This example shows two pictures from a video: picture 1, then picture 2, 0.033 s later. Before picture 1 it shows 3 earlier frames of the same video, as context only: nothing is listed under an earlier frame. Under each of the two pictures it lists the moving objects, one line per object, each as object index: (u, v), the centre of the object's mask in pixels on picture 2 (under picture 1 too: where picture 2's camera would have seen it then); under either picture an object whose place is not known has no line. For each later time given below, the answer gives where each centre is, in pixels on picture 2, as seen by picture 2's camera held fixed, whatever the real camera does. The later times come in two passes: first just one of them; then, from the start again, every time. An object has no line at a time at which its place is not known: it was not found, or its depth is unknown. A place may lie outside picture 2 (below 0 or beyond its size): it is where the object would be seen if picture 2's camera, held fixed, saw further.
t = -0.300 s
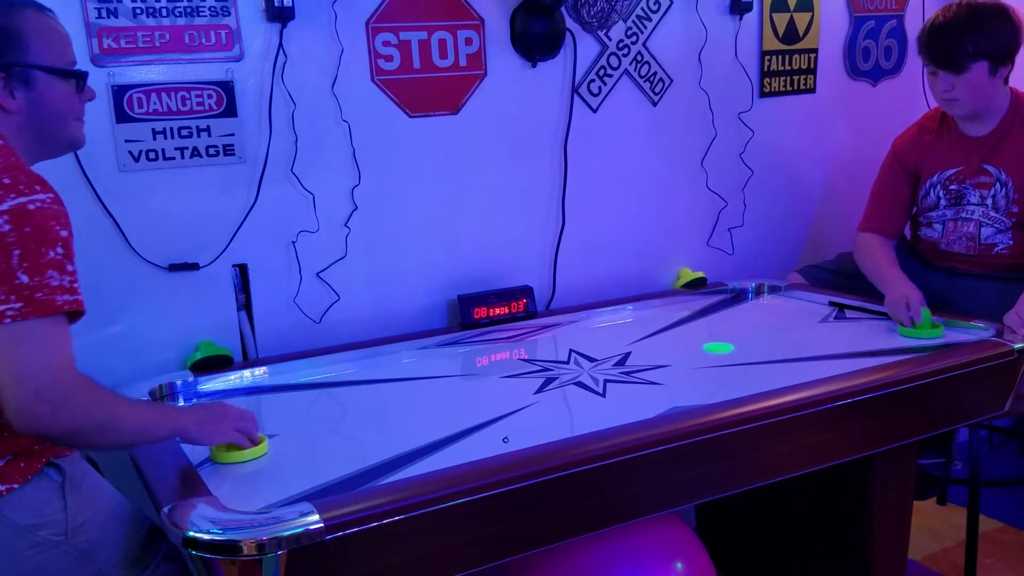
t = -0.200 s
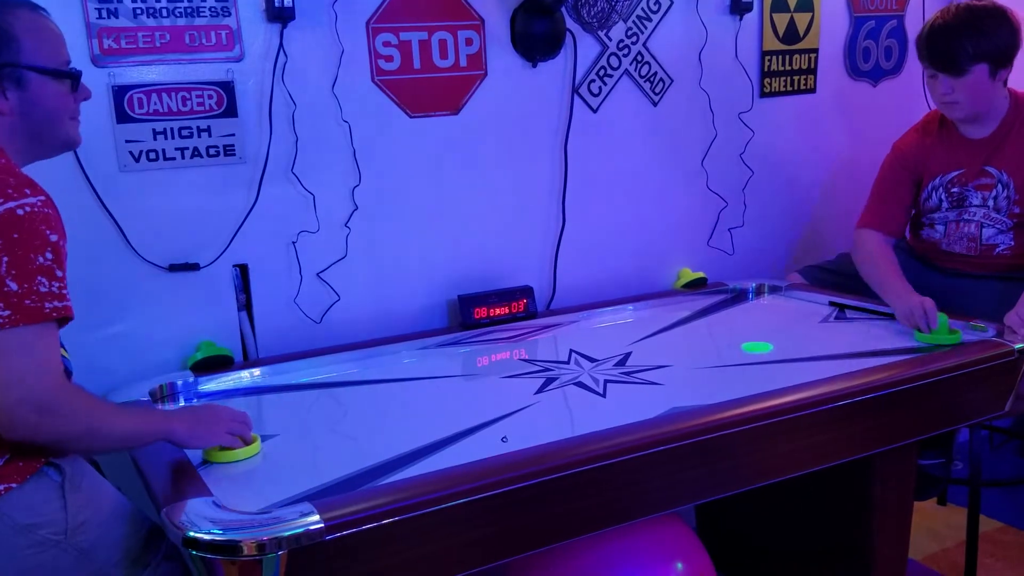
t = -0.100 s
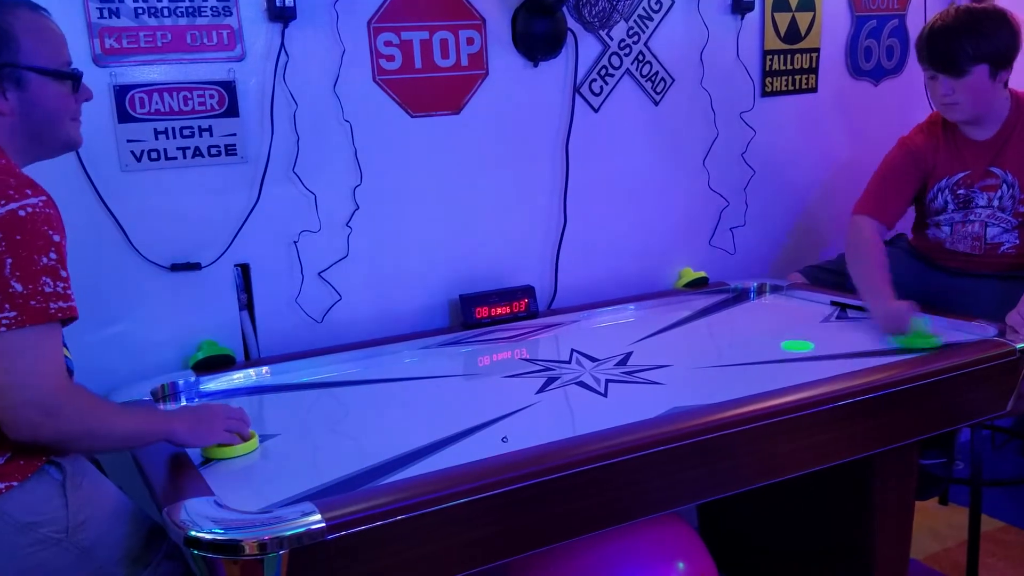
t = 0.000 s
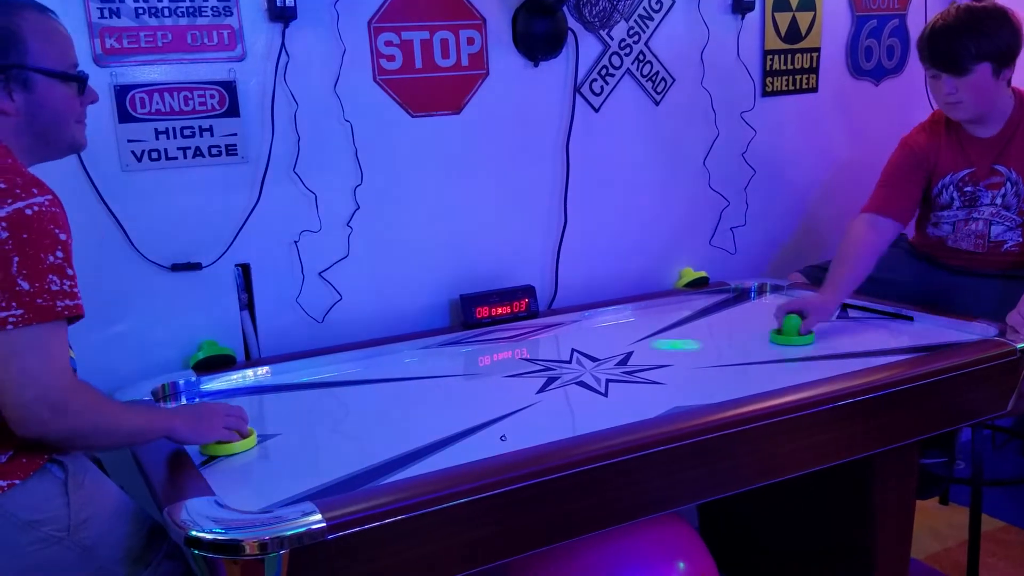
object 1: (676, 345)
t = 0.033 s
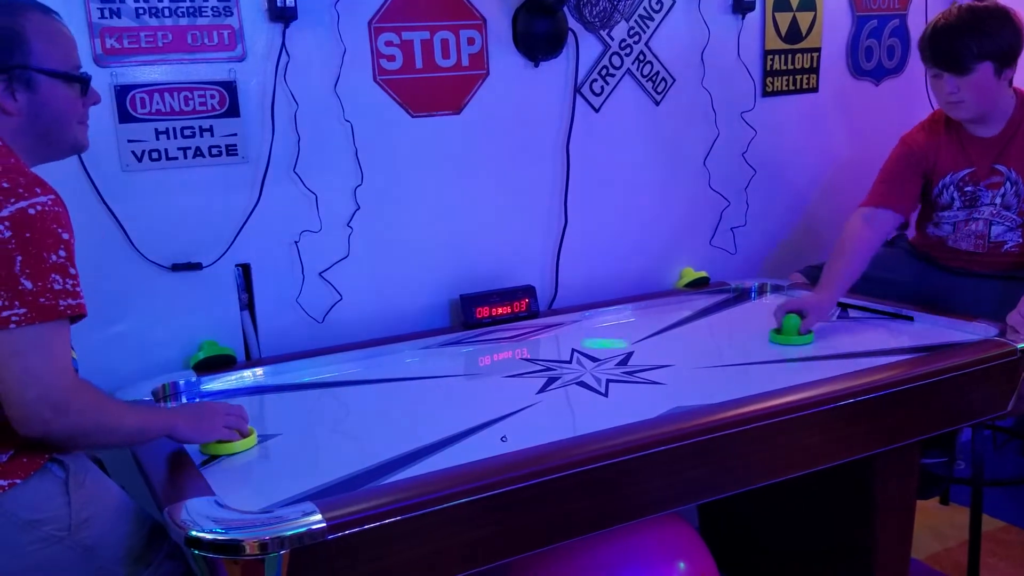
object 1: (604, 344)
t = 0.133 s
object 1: (450, 359)
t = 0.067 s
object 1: (537, 342)
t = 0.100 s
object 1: (477, 343)
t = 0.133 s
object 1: (450, 359)
